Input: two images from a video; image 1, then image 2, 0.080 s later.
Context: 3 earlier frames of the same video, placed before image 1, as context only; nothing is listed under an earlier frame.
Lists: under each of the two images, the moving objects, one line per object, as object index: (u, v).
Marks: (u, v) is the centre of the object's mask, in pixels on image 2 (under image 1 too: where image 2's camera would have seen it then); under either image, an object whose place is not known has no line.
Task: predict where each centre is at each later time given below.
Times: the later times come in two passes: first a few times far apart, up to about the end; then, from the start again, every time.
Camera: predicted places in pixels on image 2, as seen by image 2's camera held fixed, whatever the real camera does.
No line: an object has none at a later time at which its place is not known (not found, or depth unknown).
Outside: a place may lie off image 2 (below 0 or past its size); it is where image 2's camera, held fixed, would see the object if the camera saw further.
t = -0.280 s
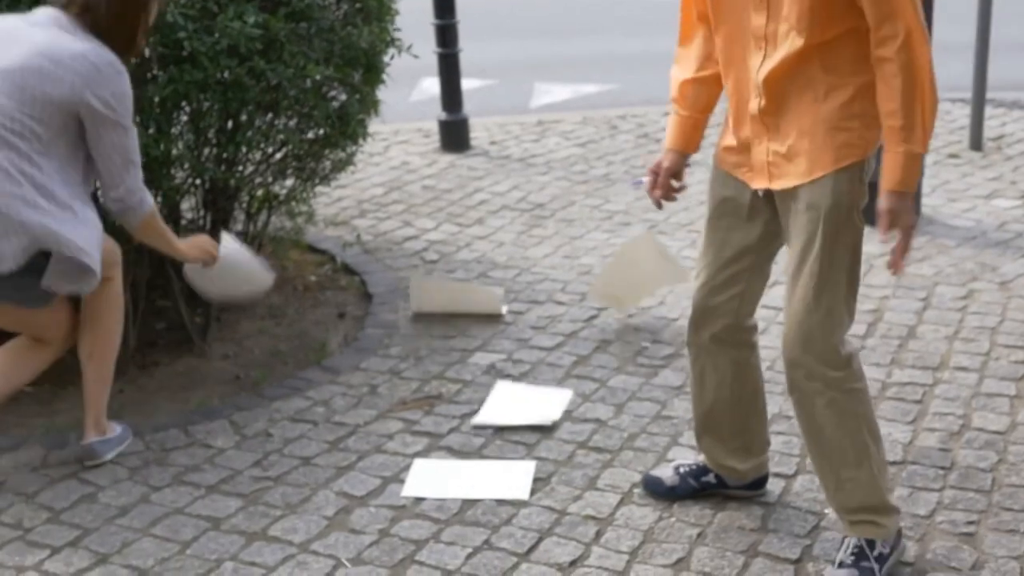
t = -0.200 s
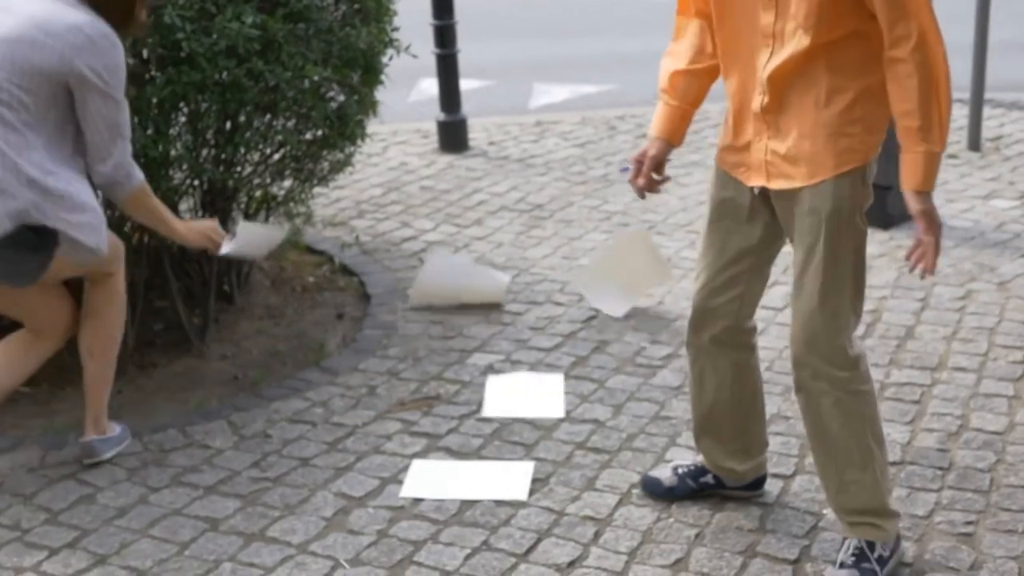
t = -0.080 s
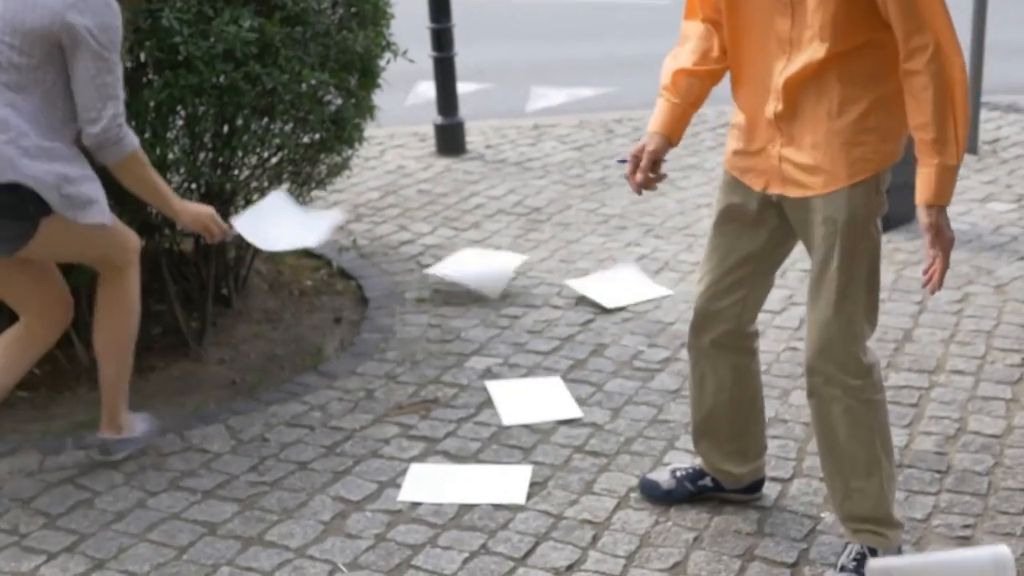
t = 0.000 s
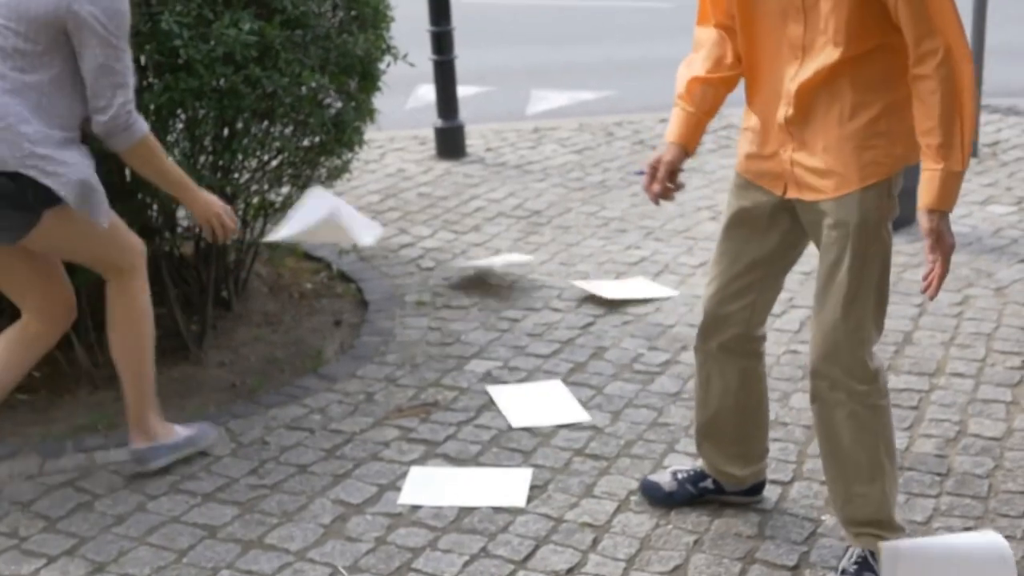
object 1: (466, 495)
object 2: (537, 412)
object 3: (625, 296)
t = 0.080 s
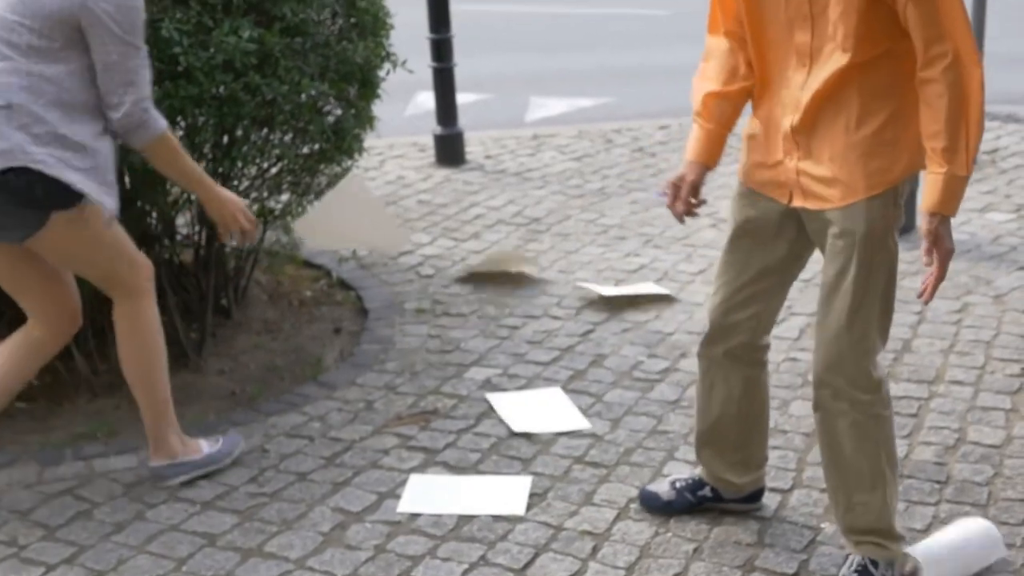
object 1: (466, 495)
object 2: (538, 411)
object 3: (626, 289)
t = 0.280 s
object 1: (475, 480)
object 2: (582, 364)
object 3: (637, 252)
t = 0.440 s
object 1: (497, 390)
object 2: (665, 322)
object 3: (646, 229)
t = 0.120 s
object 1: (466, 495)
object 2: (539, 410)
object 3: (626, 286)
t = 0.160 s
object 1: (466, 494)
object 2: (543, 407)
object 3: (624, 280)
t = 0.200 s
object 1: (467, 493)
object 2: (547, 400)
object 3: (626, 270)
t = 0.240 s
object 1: (471, 490)
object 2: (557, 374)
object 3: (634, 259)
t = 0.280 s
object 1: (475, 480)
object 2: (582, 364)
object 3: (637, 252)
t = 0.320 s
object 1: (485, 461)
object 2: (604, 354)
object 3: (640, 243)
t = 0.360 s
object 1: (489, 428)
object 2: (631, 340)
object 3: (644, 237)
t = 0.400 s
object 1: (488, 401)
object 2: (651, 330)
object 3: (646, 232)
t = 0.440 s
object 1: (497, 390)
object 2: (665, 322)
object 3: (646, 229)
